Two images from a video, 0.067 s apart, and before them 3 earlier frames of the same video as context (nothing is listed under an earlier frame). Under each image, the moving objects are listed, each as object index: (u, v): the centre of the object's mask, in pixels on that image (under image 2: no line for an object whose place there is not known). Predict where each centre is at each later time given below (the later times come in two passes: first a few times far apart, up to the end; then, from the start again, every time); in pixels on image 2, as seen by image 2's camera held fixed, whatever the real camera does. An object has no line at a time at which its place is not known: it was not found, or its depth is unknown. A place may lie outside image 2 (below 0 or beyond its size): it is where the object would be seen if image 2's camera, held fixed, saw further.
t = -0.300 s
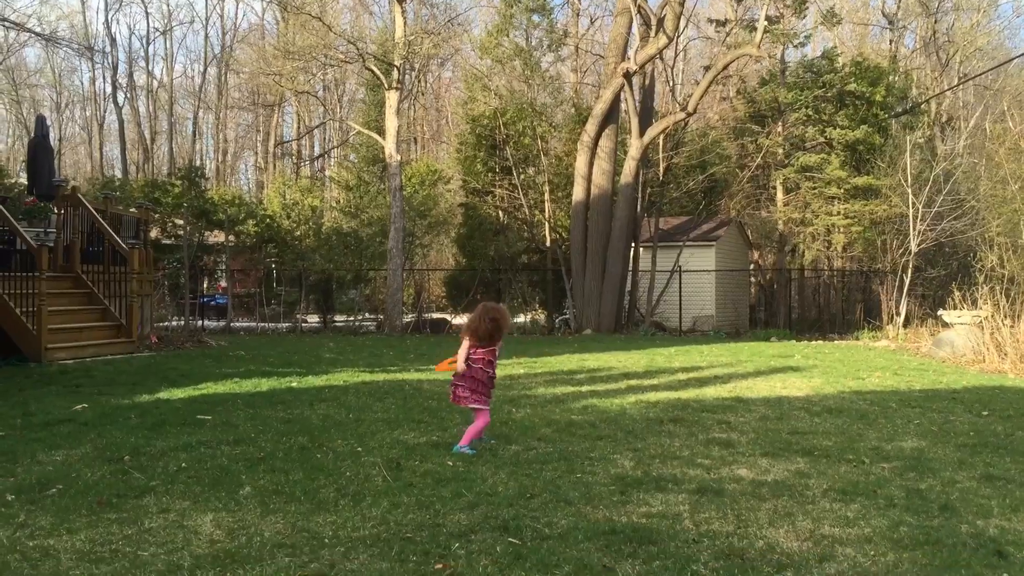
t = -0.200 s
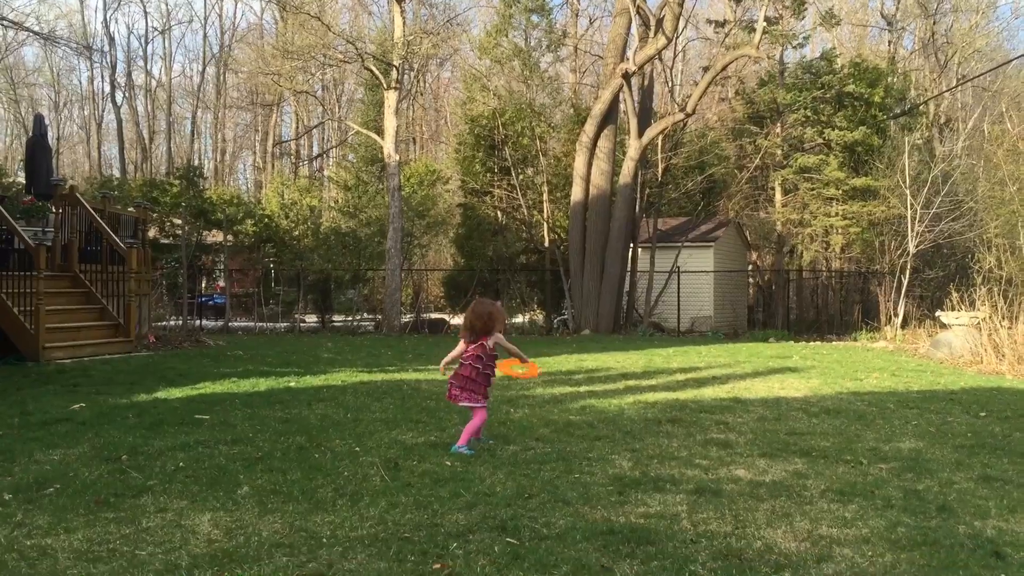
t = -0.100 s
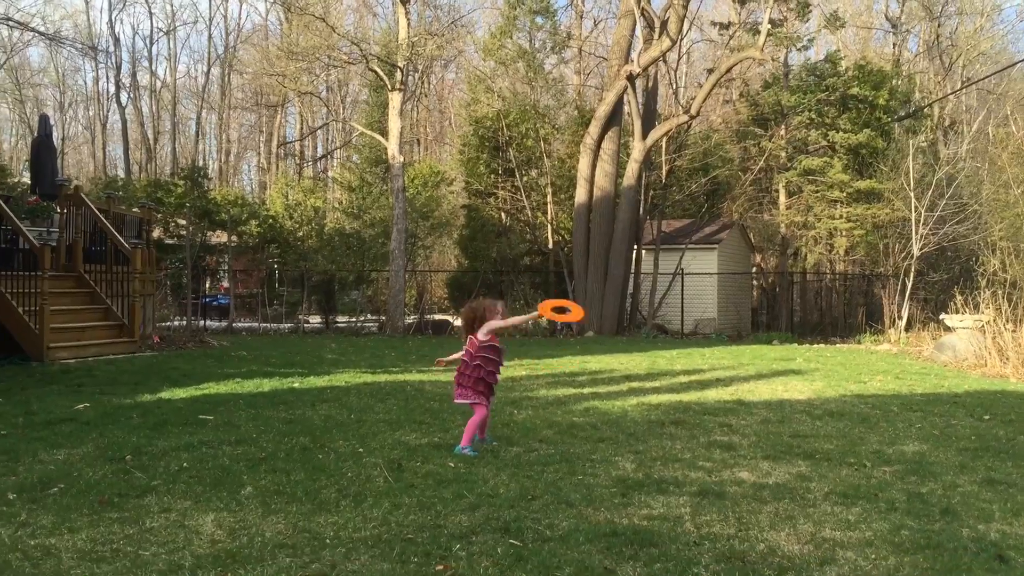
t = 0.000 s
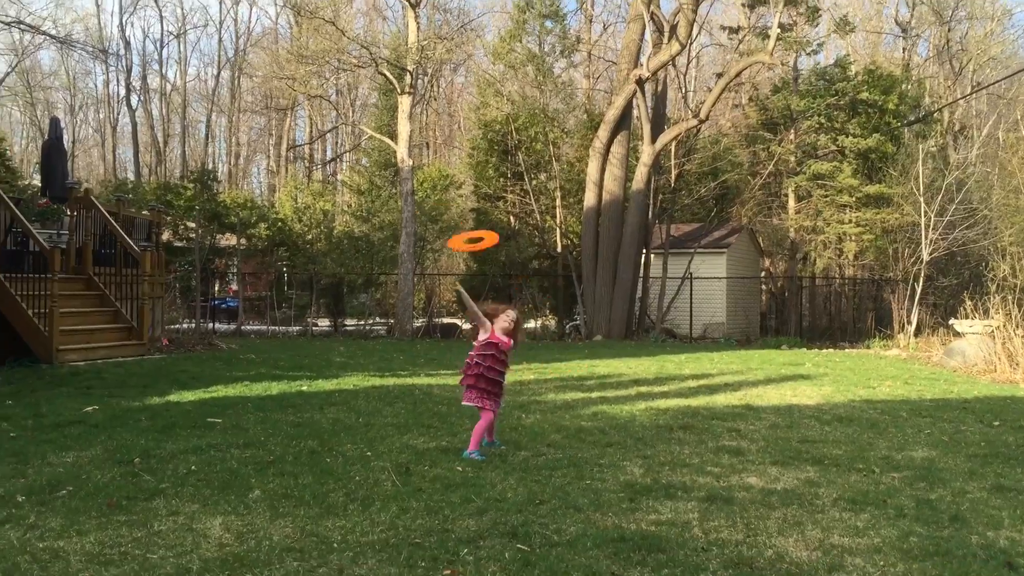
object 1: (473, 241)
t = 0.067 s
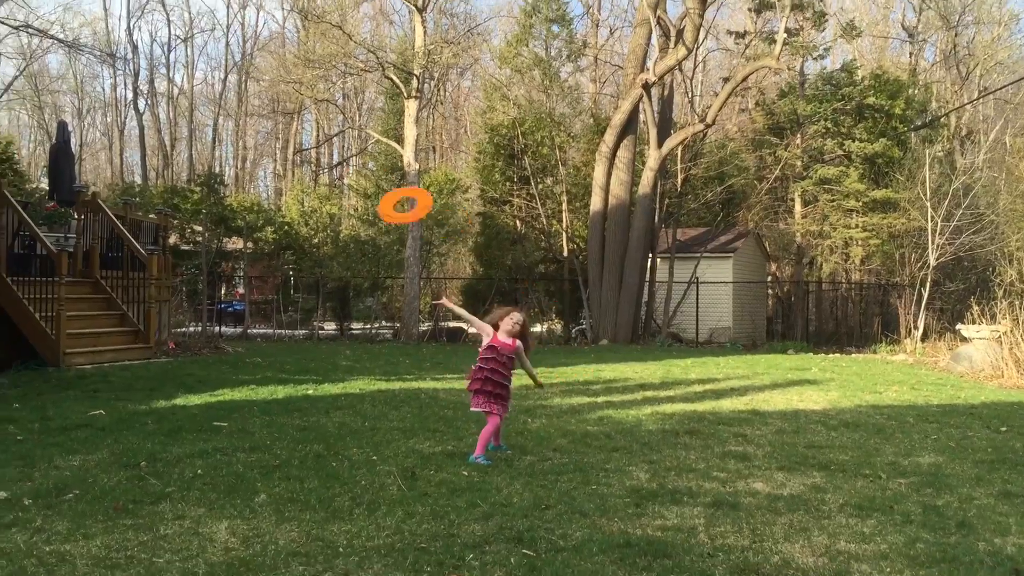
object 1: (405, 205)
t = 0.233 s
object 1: (179, 116)
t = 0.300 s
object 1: (65, 82)
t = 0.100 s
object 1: (365, 187)
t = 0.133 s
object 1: (322, 170)
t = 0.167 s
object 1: (277, 151)
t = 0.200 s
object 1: (229, 133)
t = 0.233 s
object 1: (179, 116)
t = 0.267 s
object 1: (125, 99)
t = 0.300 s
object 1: (65, 82)
